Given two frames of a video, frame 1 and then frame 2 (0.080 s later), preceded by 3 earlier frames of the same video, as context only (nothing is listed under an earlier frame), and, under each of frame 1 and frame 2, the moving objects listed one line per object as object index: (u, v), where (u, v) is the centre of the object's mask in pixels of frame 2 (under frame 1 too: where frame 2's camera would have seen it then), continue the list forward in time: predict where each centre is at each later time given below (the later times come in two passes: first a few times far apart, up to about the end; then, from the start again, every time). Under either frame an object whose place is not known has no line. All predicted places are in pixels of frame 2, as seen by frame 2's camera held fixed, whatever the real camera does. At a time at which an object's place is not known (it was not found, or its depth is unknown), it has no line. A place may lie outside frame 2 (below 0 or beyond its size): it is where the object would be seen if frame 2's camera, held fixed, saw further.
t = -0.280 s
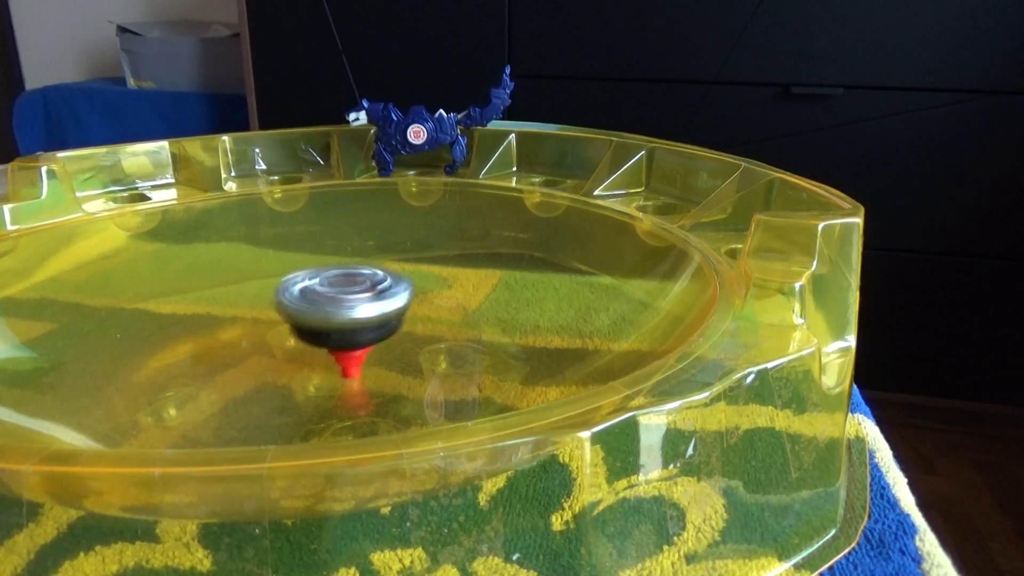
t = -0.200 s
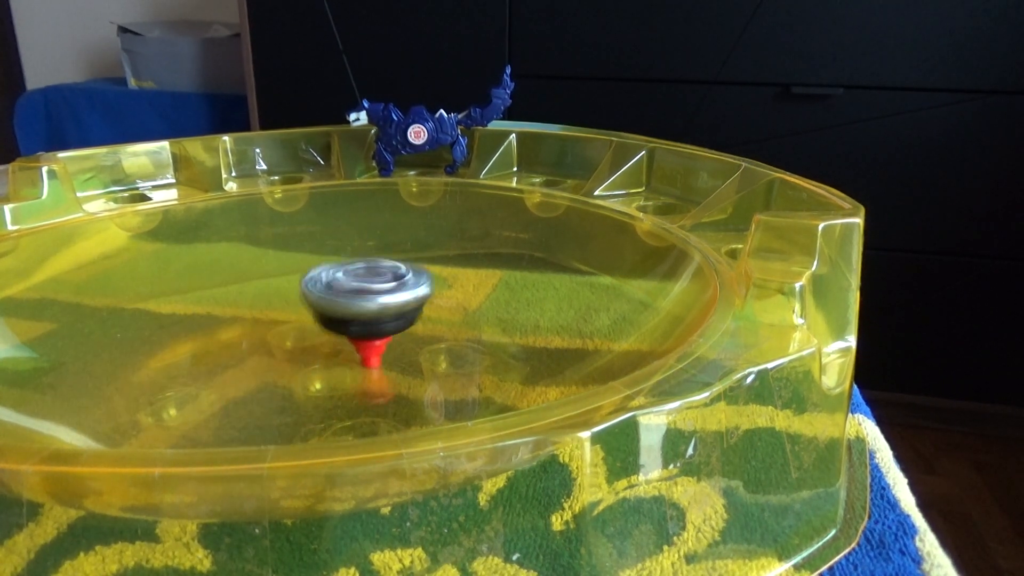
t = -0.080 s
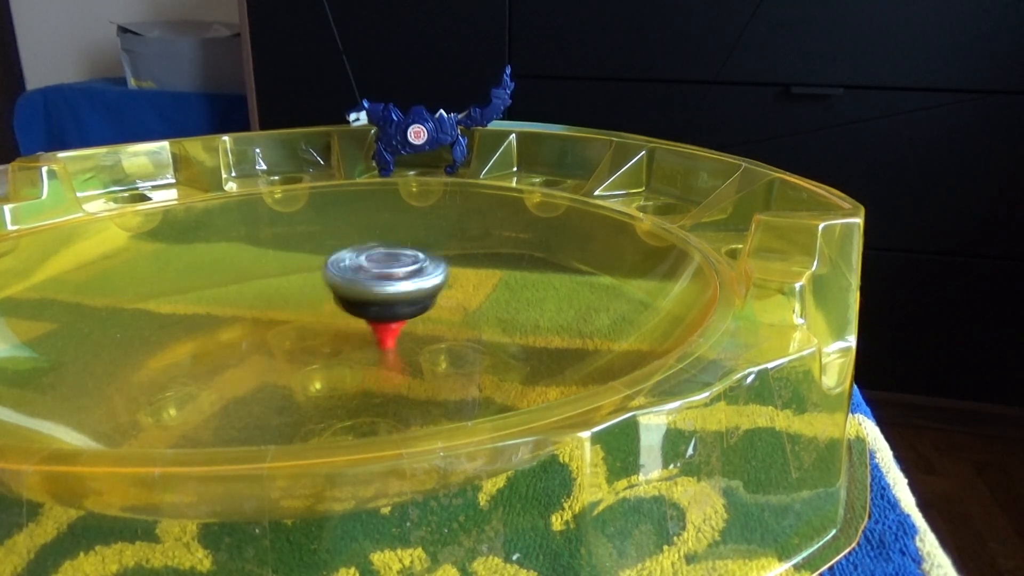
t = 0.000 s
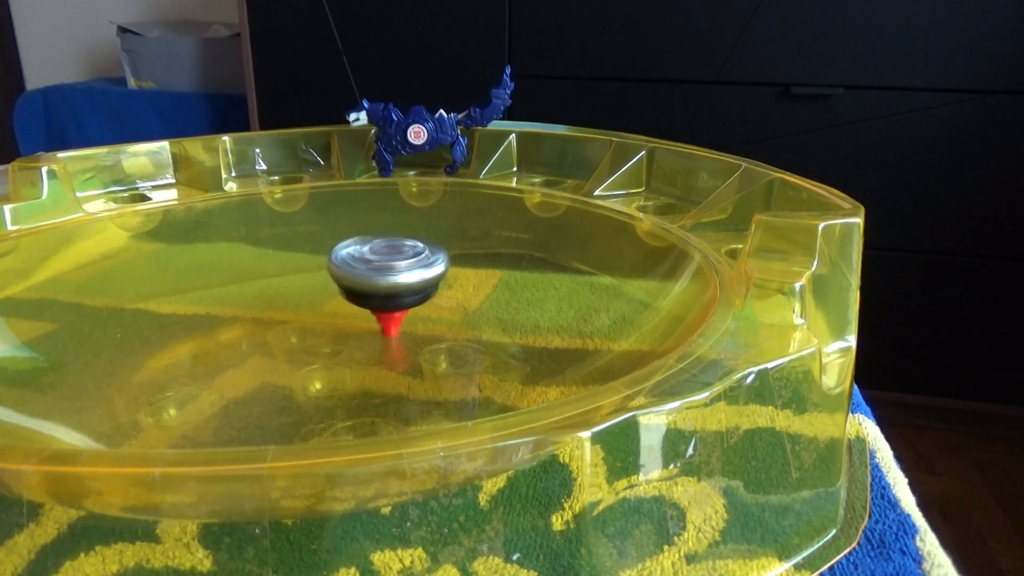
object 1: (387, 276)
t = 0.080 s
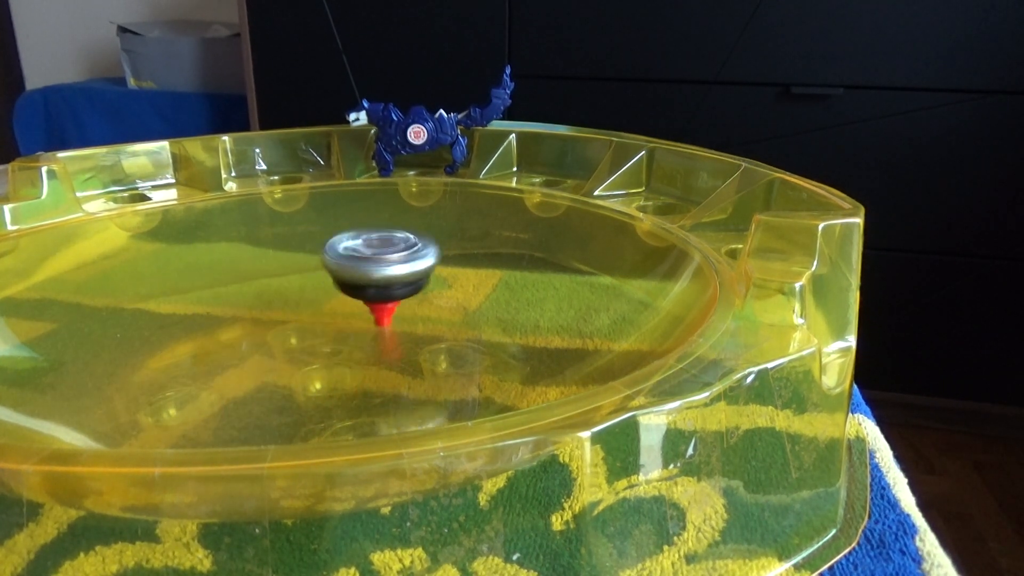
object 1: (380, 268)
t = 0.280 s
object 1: (339, 259)
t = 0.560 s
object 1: (265, 274)
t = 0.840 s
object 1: (227, 304)
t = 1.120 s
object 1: (261, 322)
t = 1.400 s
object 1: (338, 311)
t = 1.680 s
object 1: (381, 281)
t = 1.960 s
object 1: (345, 263)
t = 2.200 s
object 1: (288, 269)
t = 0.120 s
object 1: (374, 264)
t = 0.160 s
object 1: (367, 262)
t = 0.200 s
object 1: (359, 260)
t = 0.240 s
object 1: (349, 259)
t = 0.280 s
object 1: (339, 259)
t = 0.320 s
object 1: (329, 260)
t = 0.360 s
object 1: (318, 260)
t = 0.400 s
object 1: (307, 263)
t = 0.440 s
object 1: (296, 265)
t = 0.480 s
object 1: (285, 267)
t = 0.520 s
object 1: (275, 271)
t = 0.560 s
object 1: (265, 274)
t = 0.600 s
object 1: (255, 278)
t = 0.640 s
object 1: (247, 282)
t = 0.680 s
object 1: (239, 286)
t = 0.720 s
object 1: (233, 291)
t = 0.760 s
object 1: (230, 295)
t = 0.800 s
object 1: (227, 300)
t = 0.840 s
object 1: (227, 304)
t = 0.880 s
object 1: (227, 307)
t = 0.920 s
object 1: (229, 311)
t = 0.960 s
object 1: (233, 313)
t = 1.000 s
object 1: (237, 317)
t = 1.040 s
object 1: (244, 320)
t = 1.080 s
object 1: (252, 320)
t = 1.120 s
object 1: (261, 322)
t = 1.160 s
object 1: (271, 322)
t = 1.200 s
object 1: (282, 322)
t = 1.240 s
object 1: (294, 321)
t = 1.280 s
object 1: (305, 320)
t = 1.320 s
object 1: (317, 318)
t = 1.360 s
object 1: (329, 315)
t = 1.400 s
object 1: (338, 311)
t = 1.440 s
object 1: (348, 308)
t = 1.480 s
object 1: (357, 304)
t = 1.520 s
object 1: (364, 300)
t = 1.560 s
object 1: (371, 295)
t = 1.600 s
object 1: (376, 291)
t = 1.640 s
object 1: (380, 287)
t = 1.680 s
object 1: (381, 281)
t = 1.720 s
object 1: (380, 278)
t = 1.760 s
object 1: (378, 274)
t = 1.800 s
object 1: (373, 271)
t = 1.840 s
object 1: (368, 269)
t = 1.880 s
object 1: (362, 266)
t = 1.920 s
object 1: (354, 264)
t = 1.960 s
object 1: (345, 263)
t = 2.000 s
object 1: (336, 263)
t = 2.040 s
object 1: (327, 264)
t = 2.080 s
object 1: (318, 264)
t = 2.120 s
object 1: (308, 266)
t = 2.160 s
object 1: (298, 267)
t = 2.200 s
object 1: (288, 269)
